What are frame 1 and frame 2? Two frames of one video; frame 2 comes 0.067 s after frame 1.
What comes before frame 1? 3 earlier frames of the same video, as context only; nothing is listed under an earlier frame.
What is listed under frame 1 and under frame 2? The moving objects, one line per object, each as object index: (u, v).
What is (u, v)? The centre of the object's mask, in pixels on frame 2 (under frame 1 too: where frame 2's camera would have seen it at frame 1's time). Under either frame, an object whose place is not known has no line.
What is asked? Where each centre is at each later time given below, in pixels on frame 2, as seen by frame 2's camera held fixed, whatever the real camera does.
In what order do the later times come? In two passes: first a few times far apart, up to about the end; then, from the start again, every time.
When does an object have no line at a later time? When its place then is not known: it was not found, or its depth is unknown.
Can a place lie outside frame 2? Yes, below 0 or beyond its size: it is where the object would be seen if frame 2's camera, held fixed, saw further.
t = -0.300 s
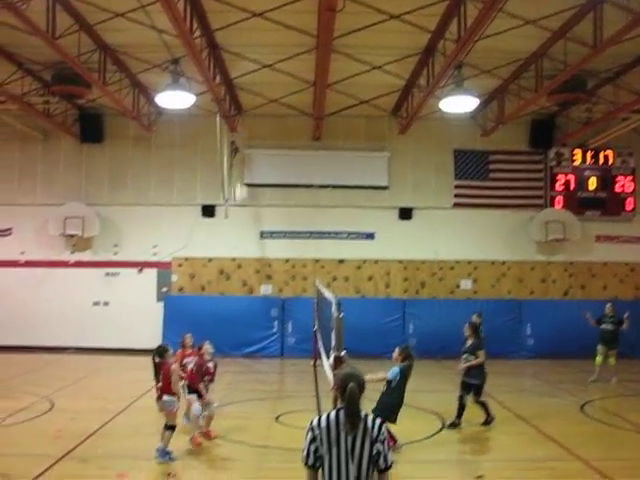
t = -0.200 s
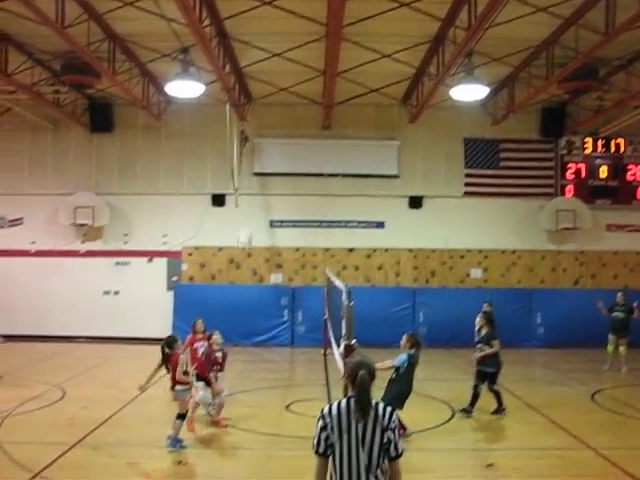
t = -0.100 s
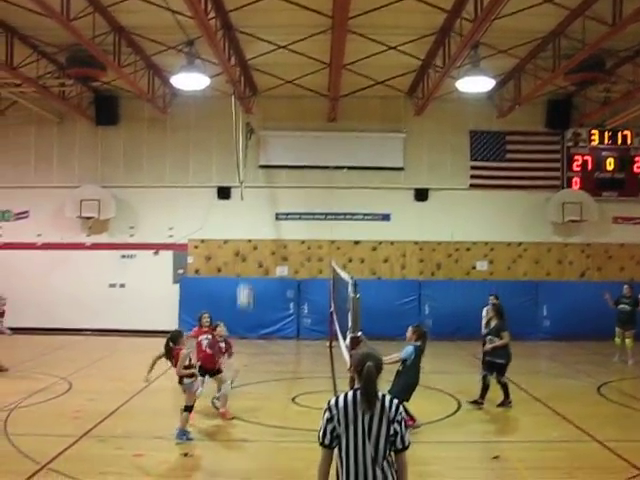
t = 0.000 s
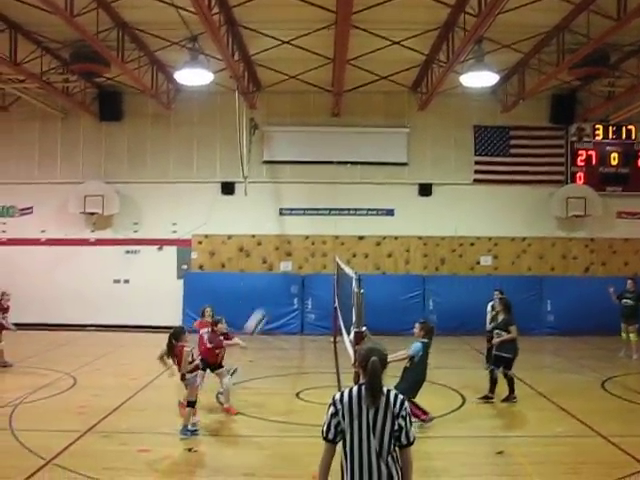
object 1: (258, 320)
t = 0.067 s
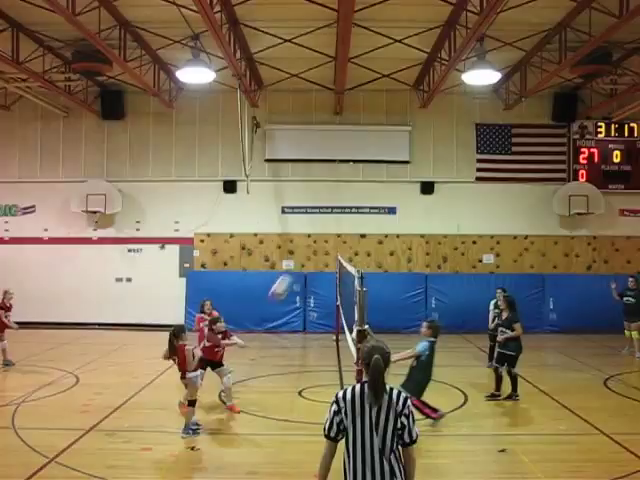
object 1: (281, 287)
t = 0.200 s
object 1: (325, 232)
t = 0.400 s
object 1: (390, 177)
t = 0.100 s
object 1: (292, 271)
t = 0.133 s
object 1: (304, 256)
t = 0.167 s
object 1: (313, 245)
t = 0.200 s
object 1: (325, 232)
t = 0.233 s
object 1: (337, 220)
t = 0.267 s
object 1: (347, 210)
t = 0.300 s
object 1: (358, 199)
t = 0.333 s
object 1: (370, 192)
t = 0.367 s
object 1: (380, 184)
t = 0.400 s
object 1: (390, 177)
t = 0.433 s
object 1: (400, 171)
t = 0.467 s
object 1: (412, 167)
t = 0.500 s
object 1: (421, 163)
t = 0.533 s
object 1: (431, 160)
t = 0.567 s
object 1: (441, 158)
